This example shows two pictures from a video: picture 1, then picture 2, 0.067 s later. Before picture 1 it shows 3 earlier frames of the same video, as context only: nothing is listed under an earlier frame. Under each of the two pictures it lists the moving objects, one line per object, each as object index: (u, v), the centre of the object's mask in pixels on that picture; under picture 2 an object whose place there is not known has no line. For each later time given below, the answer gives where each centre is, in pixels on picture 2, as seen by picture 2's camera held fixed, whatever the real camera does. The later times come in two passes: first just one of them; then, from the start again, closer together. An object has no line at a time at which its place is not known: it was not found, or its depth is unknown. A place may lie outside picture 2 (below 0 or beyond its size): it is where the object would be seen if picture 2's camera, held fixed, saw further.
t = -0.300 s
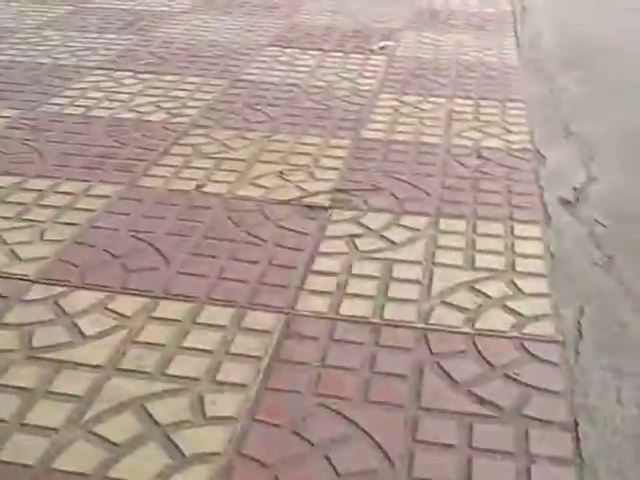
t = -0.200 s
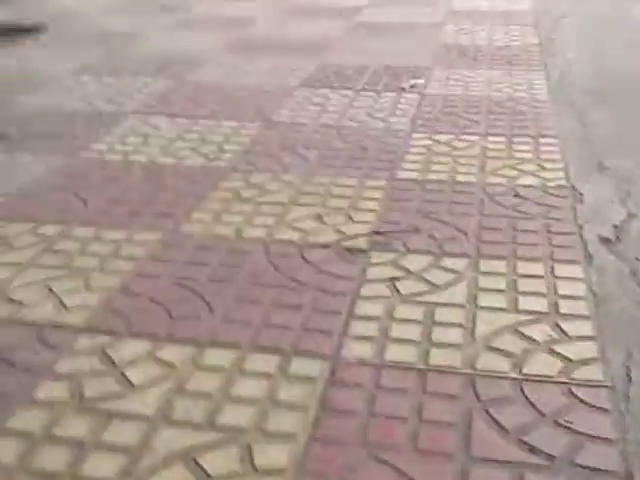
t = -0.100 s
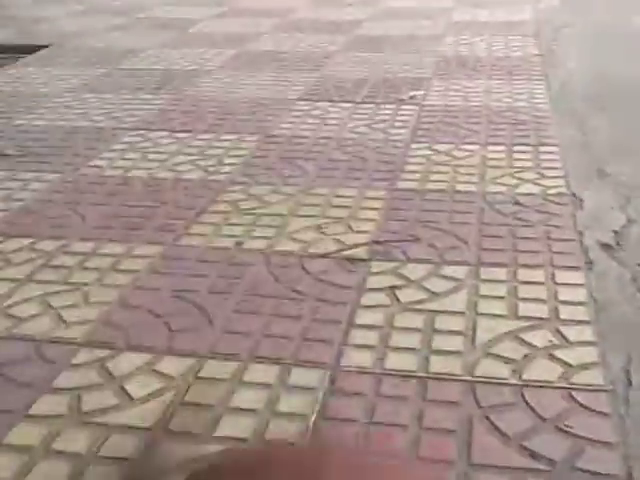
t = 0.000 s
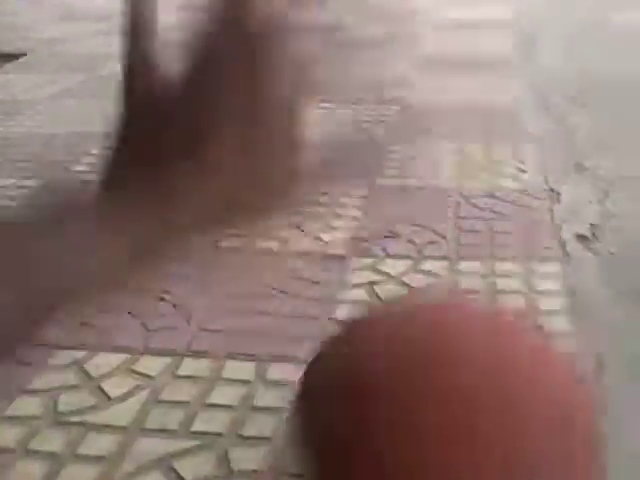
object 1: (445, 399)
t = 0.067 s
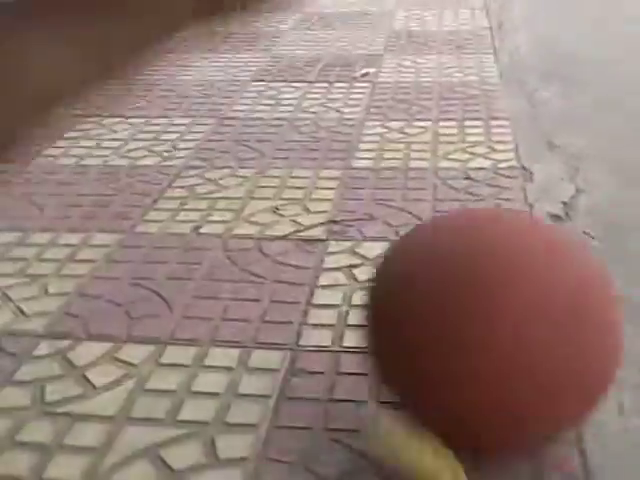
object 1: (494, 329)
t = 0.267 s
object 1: (583, 177)
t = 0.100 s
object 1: (518, 290)
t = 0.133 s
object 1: (537, 263)
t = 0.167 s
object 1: (554, 234)
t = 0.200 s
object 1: (563, 211)
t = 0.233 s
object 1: (571, 196)
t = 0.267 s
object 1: (583, 177)
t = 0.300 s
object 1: (596, 166)
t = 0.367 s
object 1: (623, 132)
